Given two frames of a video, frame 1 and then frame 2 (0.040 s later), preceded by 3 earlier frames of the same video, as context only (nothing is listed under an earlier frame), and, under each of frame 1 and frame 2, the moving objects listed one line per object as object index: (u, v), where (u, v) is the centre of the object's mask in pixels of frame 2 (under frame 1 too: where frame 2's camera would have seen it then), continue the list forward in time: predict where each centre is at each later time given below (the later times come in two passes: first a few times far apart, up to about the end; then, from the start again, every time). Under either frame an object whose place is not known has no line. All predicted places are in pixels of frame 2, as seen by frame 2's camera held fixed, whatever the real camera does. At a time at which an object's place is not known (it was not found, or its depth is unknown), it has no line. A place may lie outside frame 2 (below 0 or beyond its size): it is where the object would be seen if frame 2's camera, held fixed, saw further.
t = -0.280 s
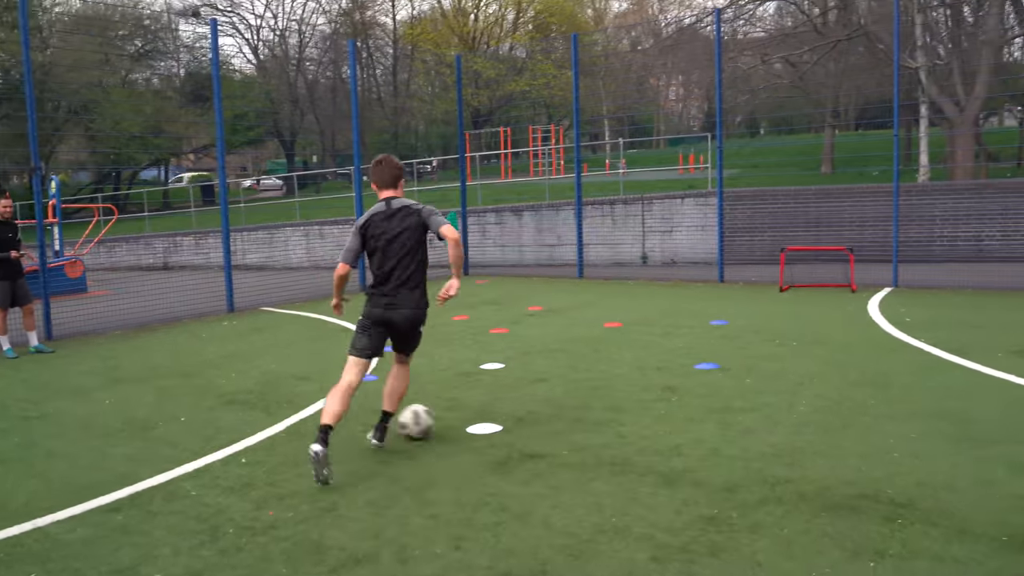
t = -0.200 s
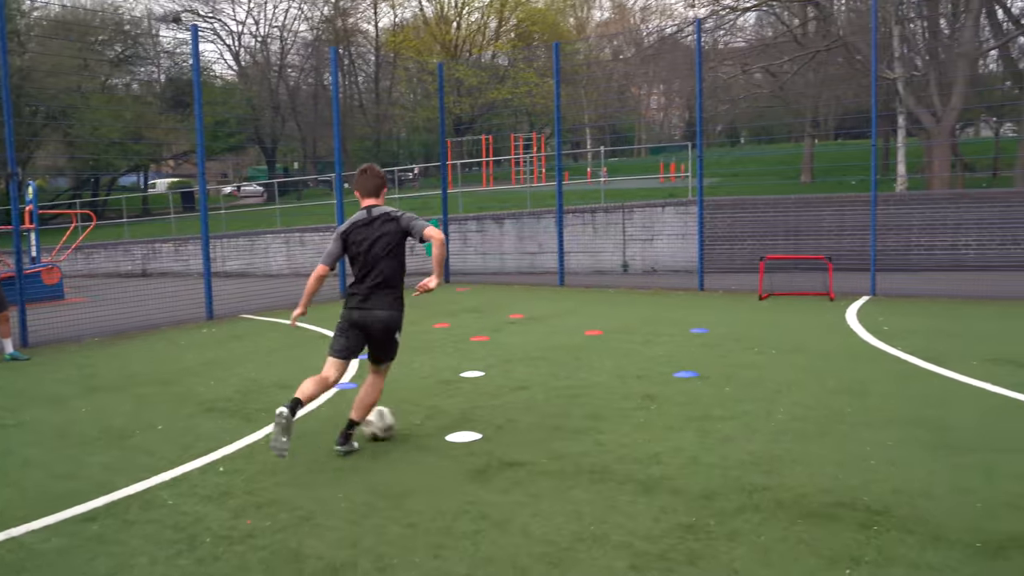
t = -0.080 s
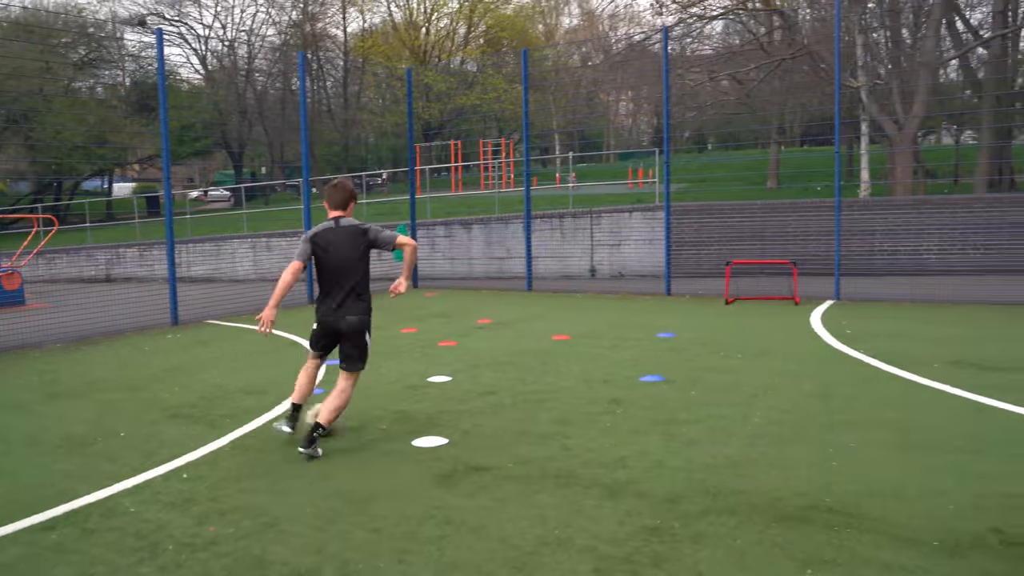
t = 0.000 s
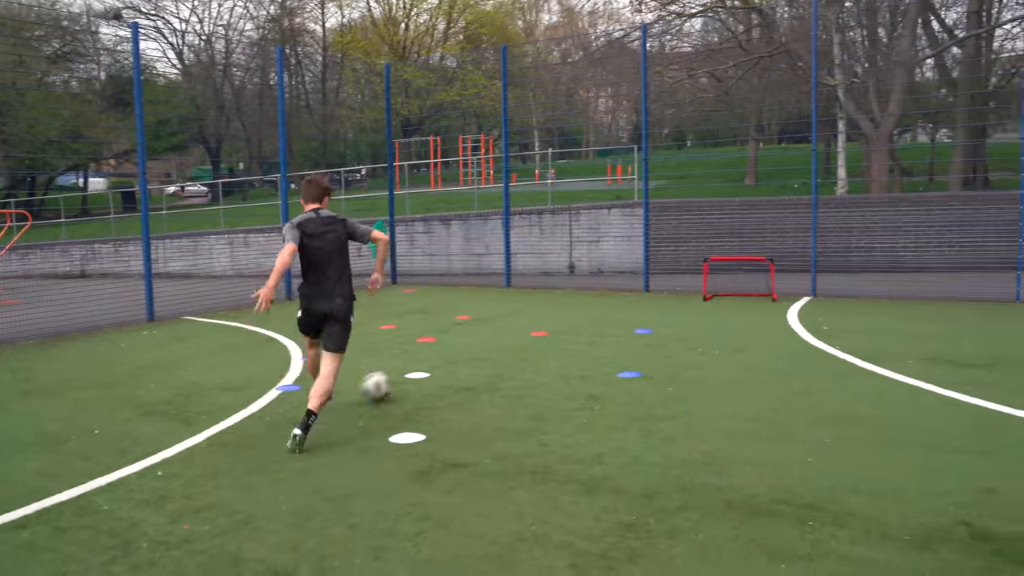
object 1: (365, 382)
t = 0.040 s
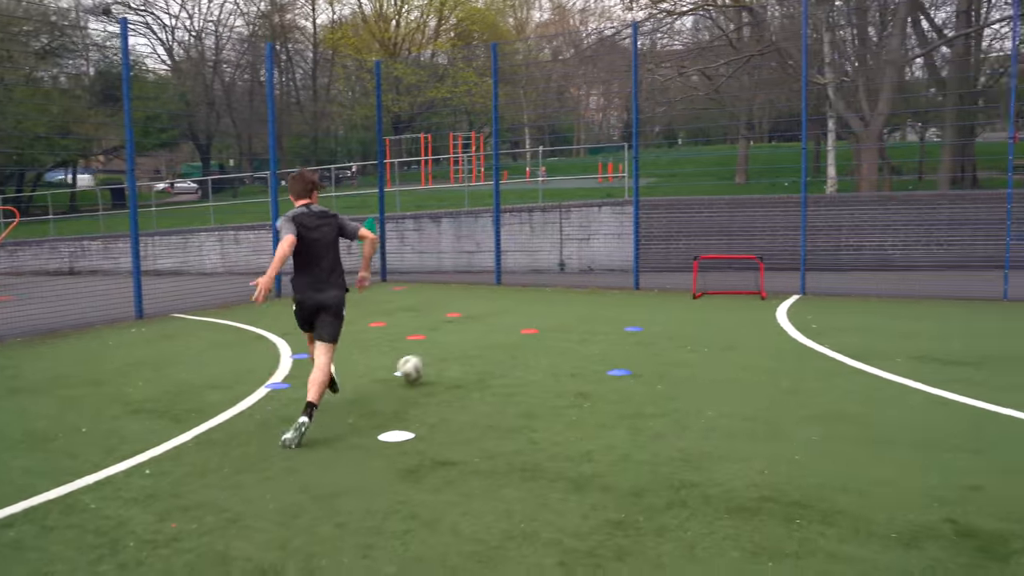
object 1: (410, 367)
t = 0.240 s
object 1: (562, 321)
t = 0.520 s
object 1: (673, 291)
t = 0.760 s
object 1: (658, 272)
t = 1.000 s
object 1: (597, 287)
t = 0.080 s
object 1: (449, 356)
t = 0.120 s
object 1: (484, 348)
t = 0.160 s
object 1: (514, 338)
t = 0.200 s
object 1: (538, 328)
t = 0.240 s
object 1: (562, 321)
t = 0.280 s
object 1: (583, 316)
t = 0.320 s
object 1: (603, 313)
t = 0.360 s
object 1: (619, 307)
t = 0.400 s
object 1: (634, 301)
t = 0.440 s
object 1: (648, 297)
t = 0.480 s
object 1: (661, 295)
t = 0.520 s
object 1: (673, 291)
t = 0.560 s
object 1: (683, 288)
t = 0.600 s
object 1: (693, 284)
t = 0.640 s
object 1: (684, 279)
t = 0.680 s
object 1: (676, 276)
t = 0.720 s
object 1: (667, 273)
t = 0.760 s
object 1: (658, 272)
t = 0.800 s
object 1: (648, 271)
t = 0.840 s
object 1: (639, 272)
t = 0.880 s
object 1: (629, 274)
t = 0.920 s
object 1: (618, 277)
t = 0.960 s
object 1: (607, 281)
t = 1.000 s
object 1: (597, 287)
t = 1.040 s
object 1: (586, 294)
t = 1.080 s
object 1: (574, 303)
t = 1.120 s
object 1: (562, 313)
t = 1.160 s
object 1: (554, 311)
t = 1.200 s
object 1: (546, 307)
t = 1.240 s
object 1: (538, 304)
